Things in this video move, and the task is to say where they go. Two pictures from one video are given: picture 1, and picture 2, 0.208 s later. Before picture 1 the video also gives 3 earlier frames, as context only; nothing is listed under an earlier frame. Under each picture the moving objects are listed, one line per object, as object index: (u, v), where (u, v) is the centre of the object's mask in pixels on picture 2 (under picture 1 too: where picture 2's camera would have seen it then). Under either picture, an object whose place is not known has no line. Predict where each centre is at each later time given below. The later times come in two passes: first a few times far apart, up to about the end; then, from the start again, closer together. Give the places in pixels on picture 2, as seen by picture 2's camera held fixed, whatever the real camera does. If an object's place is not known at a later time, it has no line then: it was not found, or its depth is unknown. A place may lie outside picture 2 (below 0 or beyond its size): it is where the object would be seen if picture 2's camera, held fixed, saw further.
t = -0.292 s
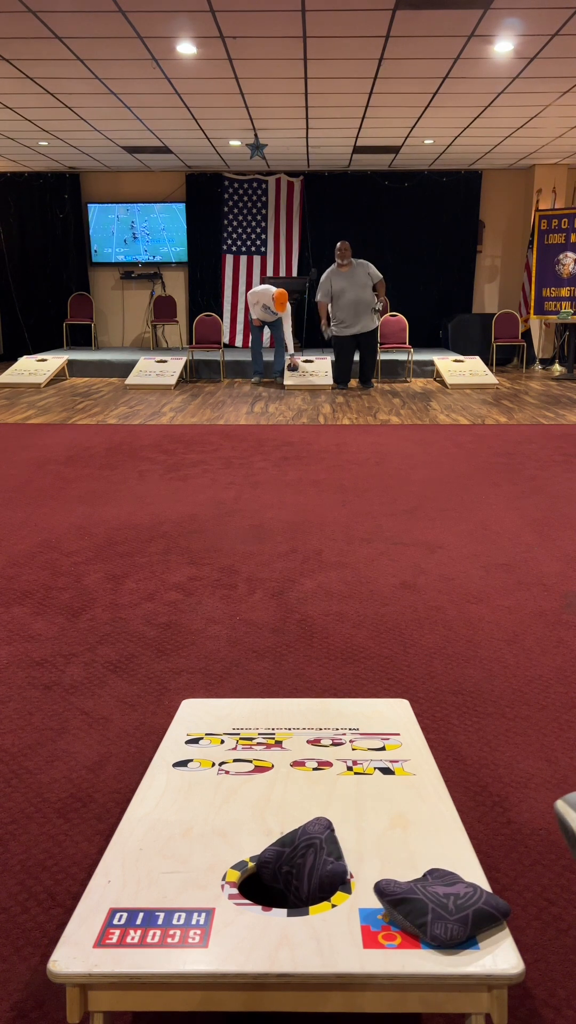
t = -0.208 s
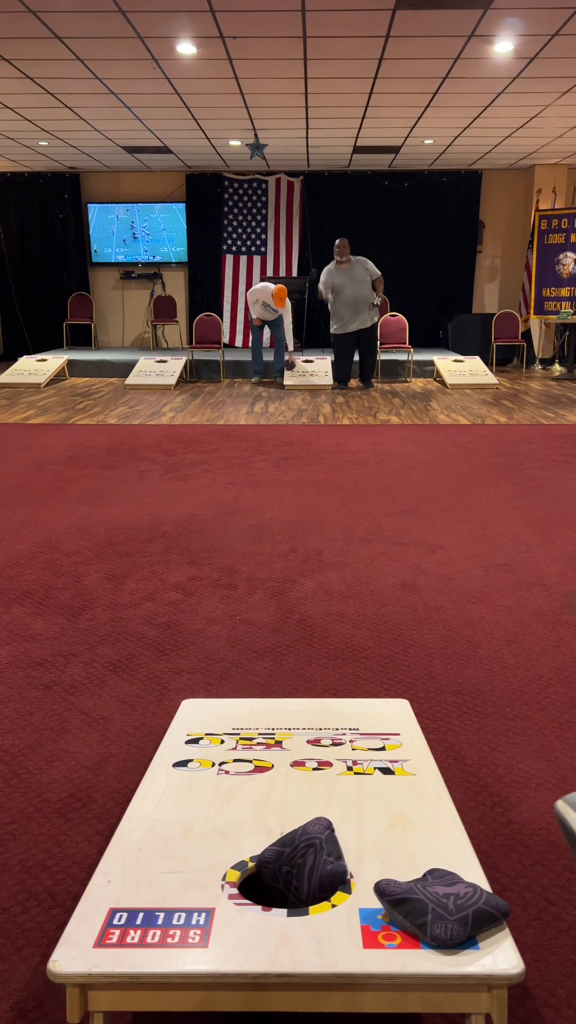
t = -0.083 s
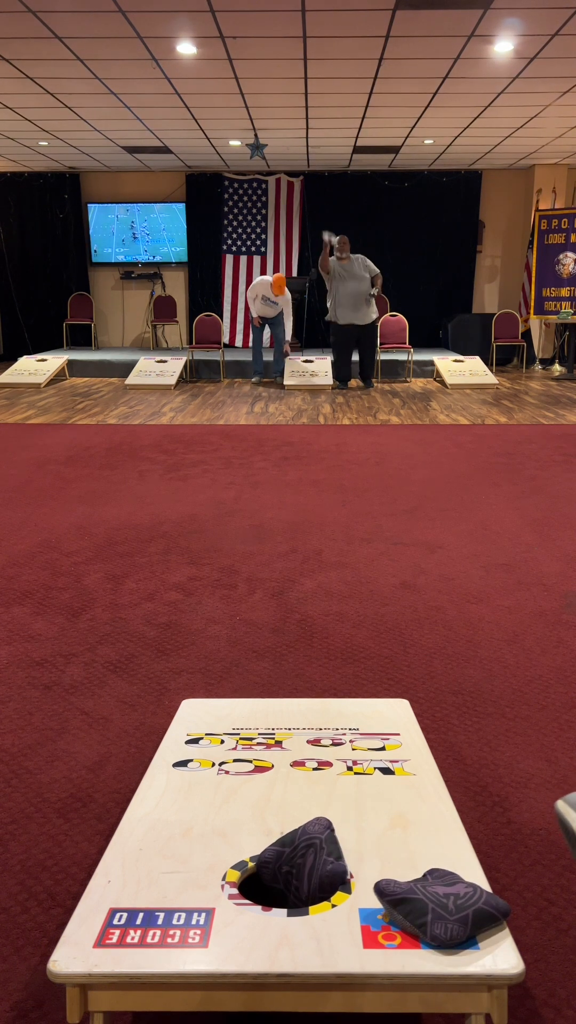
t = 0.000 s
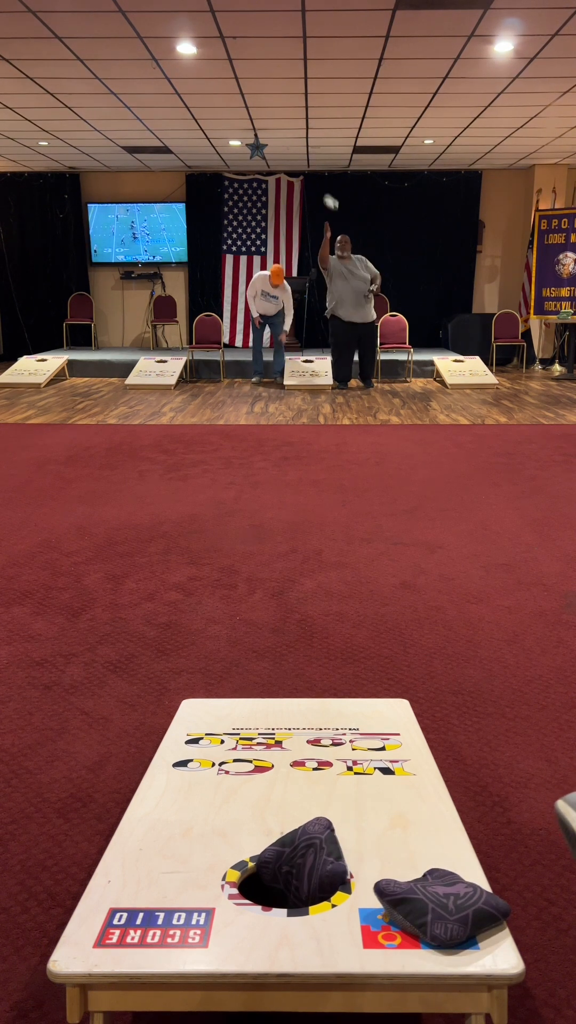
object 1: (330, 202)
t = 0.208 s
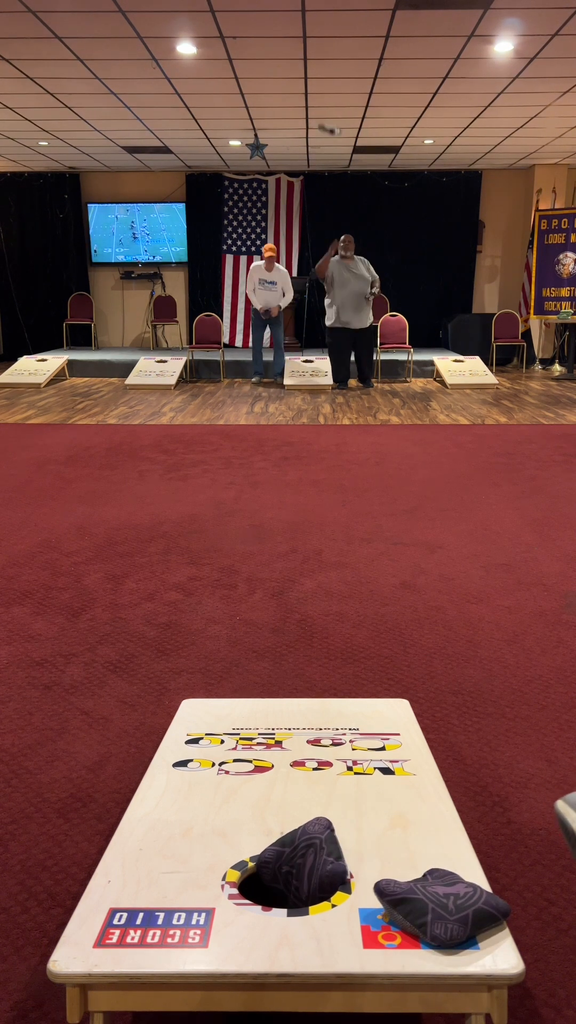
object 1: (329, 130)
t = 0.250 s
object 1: (330, 120)
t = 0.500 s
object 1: (326, 110)
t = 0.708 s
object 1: (320, 232)
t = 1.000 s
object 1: (291, 739)
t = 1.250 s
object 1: (225, 869)
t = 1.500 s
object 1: (217, 908)
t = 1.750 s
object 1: (217, 908)
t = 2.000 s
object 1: (217, 908)
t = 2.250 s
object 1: (217, 908)
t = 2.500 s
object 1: (217, 908)
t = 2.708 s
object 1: (217, 908)
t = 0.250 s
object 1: (330, 120)
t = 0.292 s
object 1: (329, 111)
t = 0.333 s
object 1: (328, 105)
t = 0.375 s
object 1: (328, 101)
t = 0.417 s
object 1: (327, 100)
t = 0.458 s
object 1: (327, 103)
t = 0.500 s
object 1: (326, 110)
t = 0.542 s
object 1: (325, 121)
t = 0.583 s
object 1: (324, 138)
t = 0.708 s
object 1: (320, 232)
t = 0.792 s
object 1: (312, 341)
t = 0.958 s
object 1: (298, 727)
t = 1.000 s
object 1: (291, 739)
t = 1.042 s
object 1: (284, 759)
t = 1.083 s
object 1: (274, 785)
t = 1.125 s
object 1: (262, 809)
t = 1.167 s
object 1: (246, 829)
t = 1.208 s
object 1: (233, 850)
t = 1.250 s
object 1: (225, 869)
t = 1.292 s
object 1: (219, 887)
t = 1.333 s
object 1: (217, 897)
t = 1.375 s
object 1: (216, 903)
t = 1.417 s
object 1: (216, 907)
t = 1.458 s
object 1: (216, 908)
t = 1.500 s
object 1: (217, 908)
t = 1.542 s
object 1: (217, 908)
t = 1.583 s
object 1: (217, 908)
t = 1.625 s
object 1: (217, 908)
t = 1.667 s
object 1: (217, 908)
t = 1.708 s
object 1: (217, 908)
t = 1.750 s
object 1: (217, 908)
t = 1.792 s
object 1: (217, 908)
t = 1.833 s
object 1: (217, 908)
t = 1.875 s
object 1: (217, 908)
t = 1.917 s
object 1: (217, 908)
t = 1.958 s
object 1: (217, 908)
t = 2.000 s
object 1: (217, 908)
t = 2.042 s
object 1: (217, 908)
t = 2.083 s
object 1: (217, 908)
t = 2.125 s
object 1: (217, 908)
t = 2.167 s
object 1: (217, 908)
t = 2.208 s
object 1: (217, 908)
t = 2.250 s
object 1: (217, 908)
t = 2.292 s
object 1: (217, 908)
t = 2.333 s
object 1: (217, 908)
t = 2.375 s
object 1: (217, 908)
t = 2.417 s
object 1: (217, 908)
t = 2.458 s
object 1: (217, 908)
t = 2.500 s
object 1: (217, 908)
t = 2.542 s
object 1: (217, 908)
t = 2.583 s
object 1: (217, 908)
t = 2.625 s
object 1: (217, 908)
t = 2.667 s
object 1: (217, 908)
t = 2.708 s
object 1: (217, 908)
